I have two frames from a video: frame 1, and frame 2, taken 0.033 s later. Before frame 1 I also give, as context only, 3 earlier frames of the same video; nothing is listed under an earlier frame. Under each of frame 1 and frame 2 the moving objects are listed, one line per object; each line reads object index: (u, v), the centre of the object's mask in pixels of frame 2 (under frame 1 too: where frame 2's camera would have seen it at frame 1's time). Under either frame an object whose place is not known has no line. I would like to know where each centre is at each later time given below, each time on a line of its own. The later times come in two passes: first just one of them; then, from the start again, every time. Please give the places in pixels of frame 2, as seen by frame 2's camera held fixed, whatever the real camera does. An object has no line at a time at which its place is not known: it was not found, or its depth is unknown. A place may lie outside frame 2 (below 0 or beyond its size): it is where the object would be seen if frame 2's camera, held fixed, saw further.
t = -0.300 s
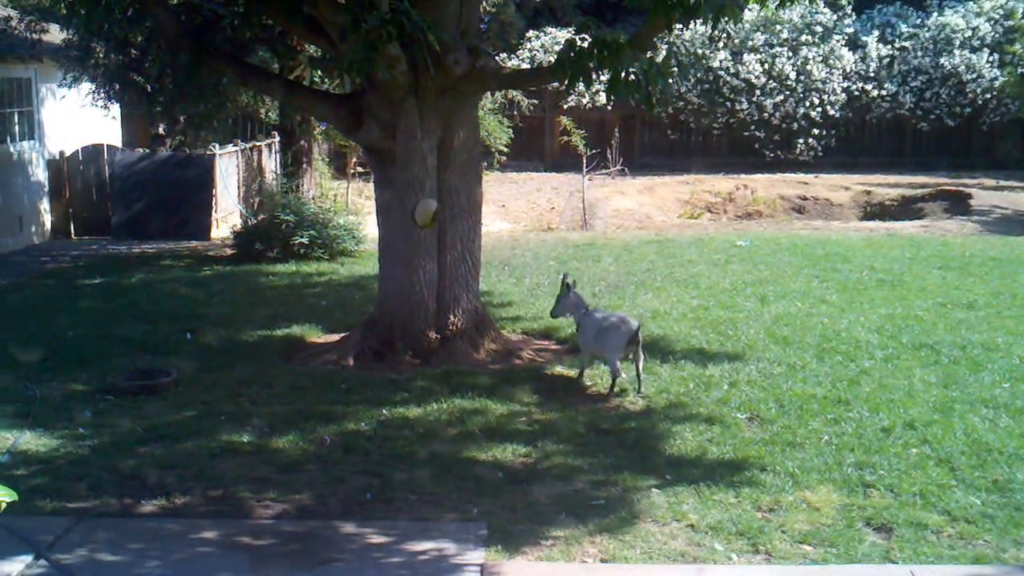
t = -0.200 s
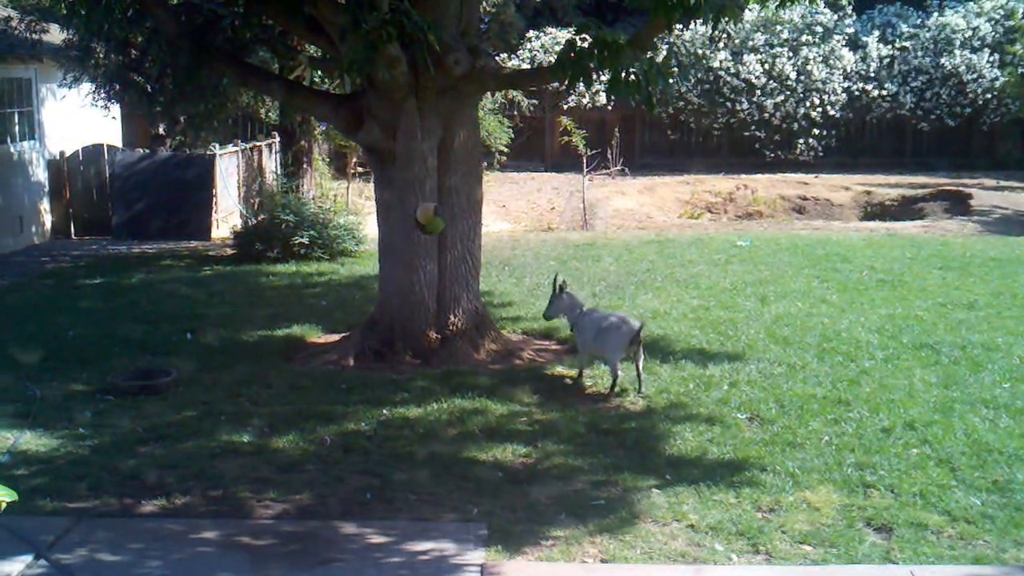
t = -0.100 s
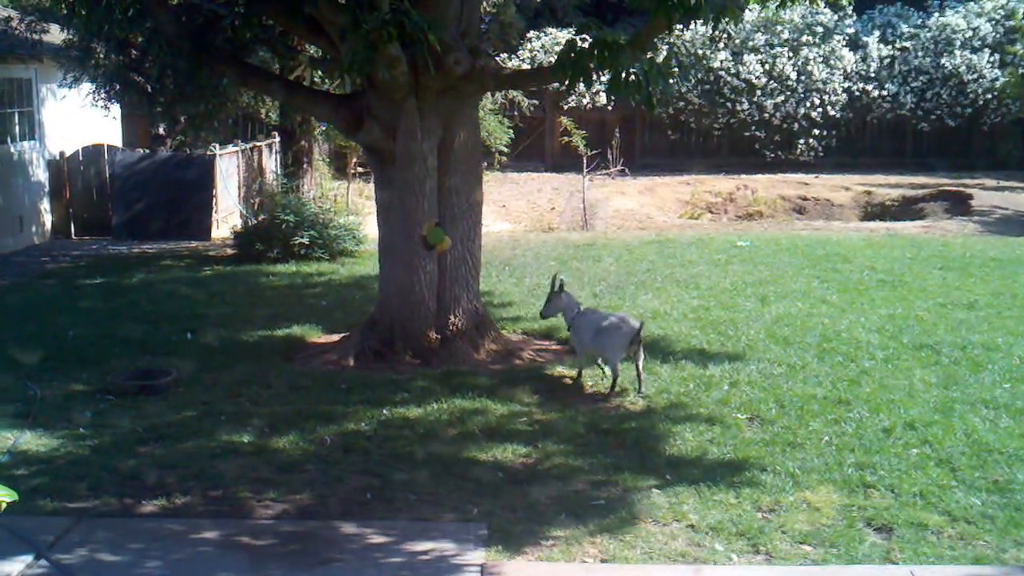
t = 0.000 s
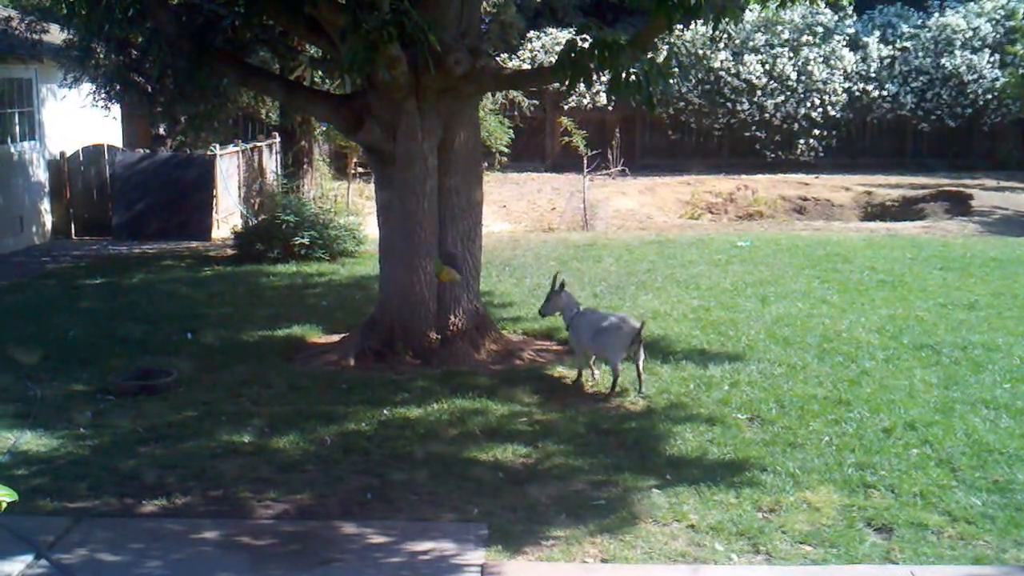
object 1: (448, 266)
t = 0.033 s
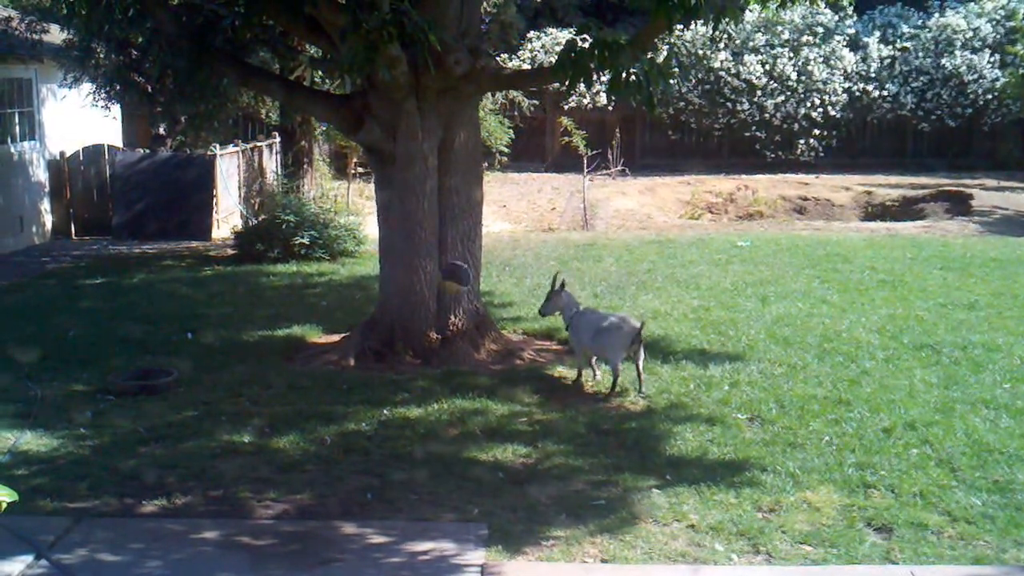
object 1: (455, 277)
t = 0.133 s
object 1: (491, 303)
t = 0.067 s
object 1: (464, 287)
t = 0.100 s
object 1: (475, 297)
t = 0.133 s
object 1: (491, 303)
